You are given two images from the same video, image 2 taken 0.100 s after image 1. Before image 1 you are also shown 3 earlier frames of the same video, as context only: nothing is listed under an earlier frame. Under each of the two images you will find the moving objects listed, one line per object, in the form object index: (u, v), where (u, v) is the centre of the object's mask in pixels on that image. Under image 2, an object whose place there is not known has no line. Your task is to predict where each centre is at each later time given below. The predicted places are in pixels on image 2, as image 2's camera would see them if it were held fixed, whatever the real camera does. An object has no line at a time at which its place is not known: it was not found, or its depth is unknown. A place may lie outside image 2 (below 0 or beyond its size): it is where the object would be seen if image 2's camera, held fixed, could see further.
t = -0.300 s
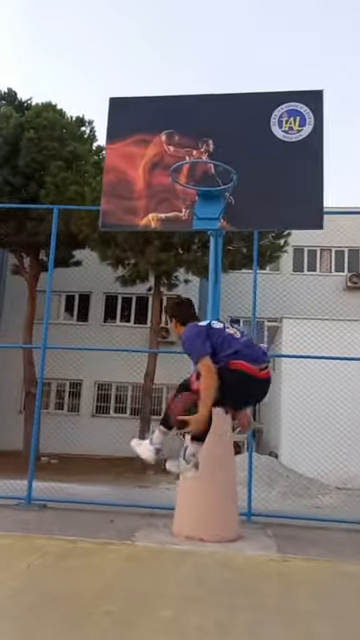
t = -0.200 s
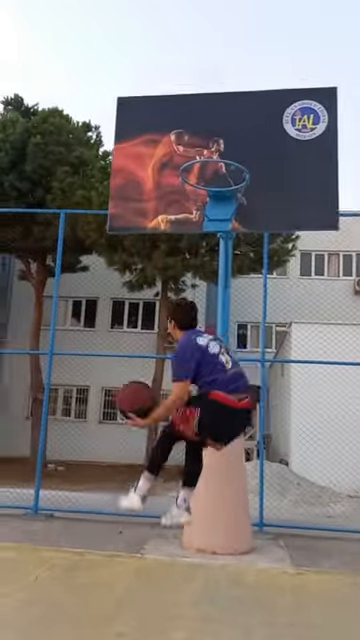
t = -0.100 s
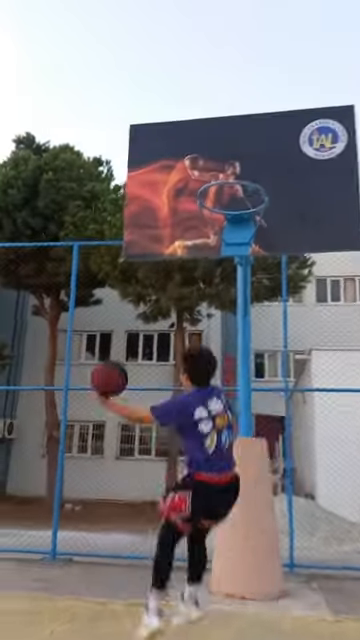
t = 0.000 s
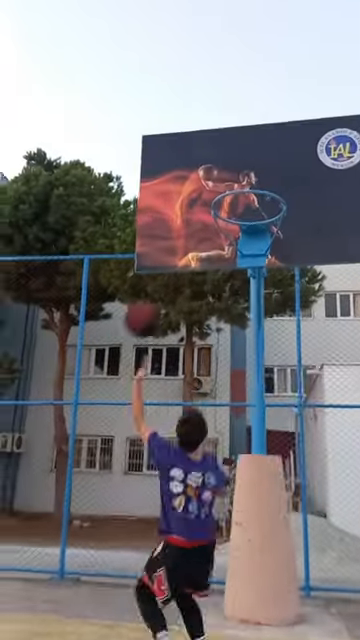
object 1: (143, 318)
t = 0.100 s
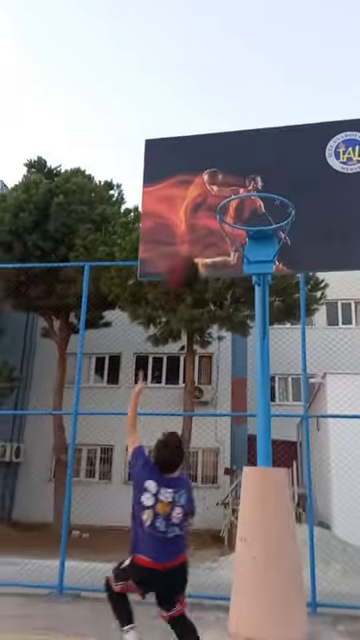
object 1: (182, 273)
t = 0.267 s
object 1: (229, 215)
